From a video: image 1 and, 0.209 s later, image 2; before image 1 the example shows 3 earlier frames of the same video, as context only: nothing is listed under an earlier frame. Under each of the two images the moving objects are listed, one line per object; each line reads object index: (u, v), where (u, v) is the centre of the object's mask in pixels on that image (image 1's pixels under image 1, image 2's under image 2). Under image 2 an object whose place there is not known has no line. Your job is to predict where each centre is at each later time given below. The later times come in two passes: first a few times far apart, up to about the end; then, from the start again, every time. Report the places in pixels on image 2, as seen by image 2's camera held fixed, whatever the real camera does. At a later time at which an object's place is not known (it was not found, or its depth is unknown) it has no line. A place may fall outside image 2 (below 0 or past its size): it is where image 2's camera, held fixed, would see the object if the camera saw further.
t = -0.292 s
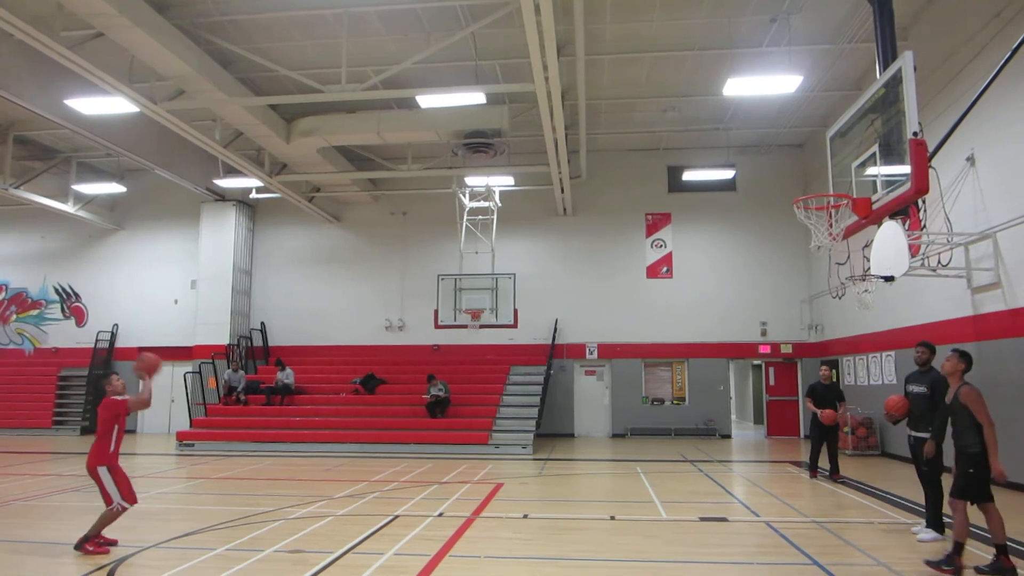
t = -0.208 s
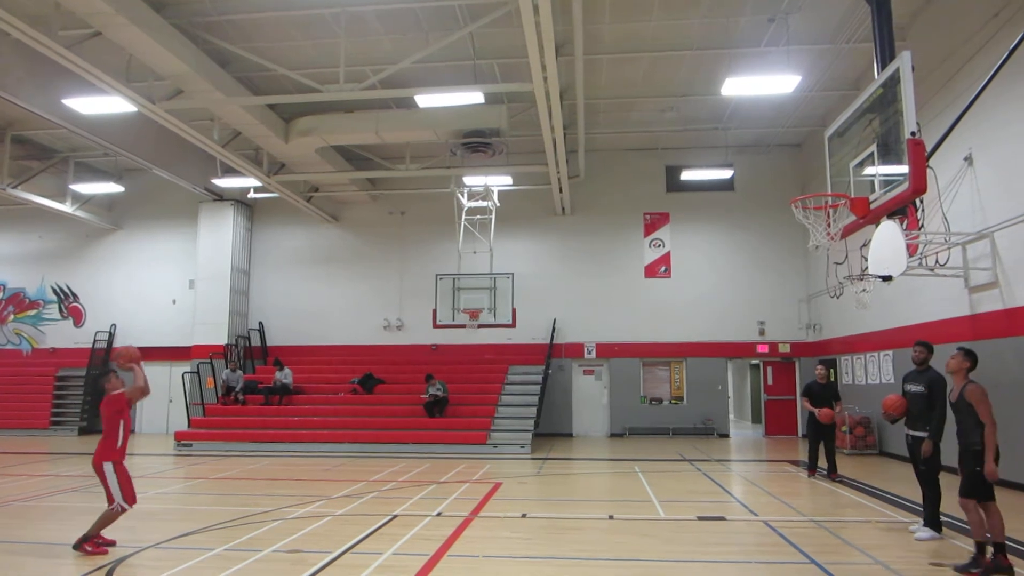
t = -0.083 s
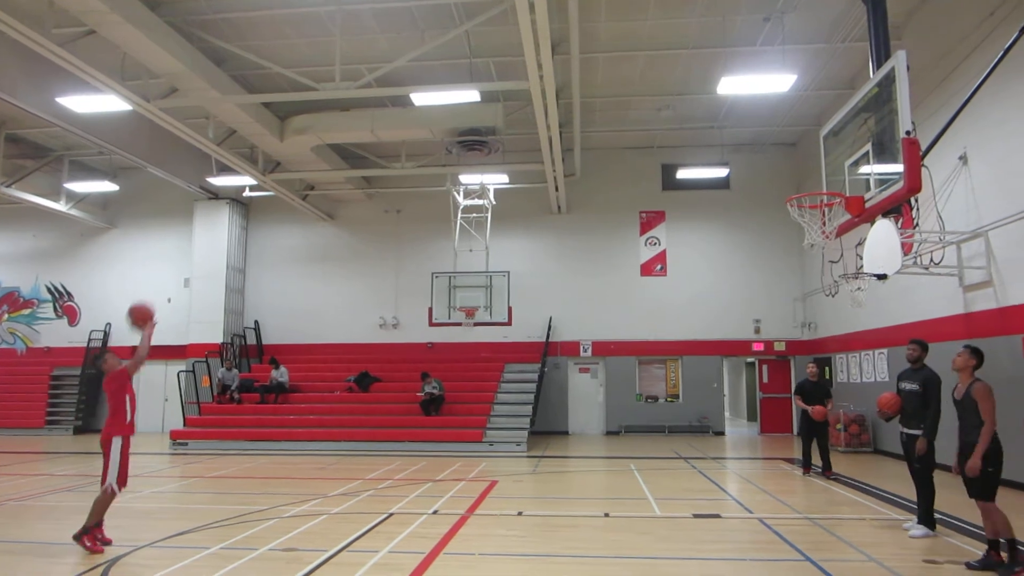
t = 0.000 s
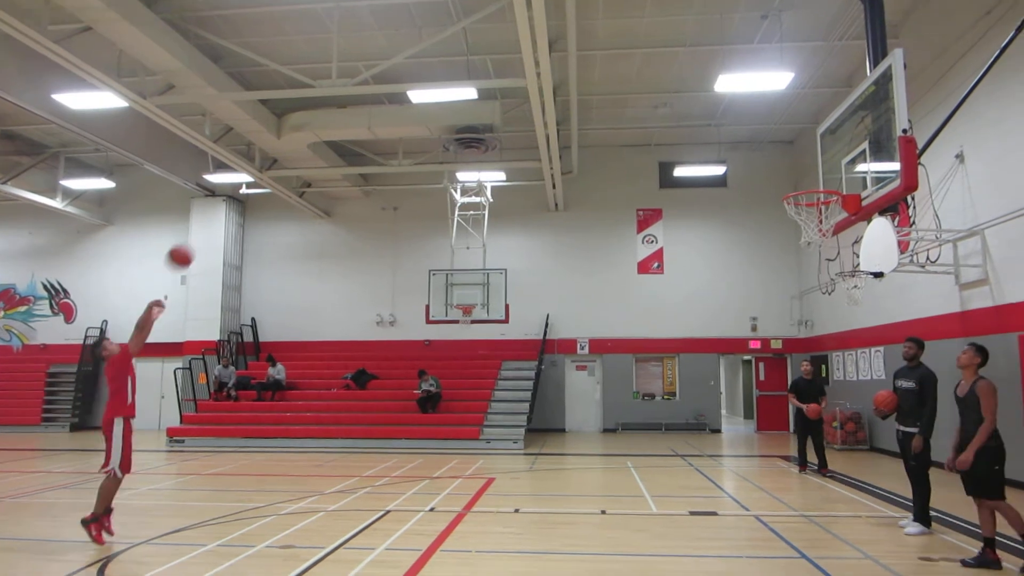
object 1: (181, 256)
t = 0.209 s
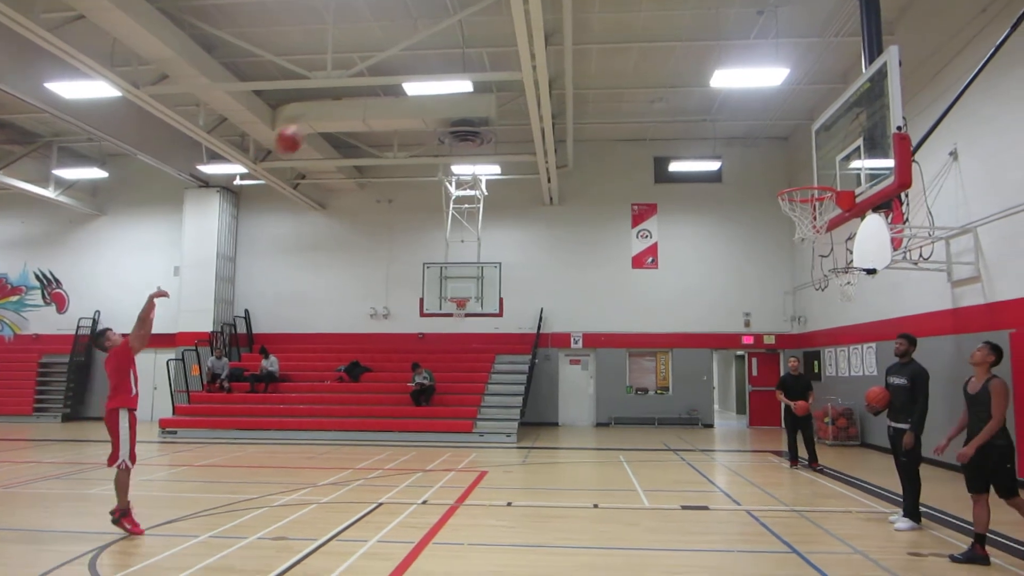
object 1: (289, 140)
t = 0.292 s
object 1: (334, 109)
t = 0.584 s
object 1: (493, 56)
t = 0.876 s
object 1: (653, 89)
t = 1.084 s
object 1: (773, 168)
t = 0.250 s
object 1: (311, 124)
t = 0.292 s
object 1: (334, 109)
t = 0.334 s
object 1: (357, 96)
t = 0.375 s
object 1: (380, 85)
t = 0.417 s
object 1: (402, 75)
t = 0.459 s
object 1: (424, 68)
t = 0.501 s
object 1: (447, 62)
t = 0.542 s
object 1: (470, 59)
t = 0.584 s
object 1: (493, 56)
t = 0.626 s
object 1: (515, 55)
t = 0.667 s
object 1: (539, 56)
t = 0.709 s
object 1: (561, 58)
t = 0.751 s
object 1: (583, 64)
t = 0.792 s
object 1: (606, 70)
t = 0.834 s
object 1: (630, 78)
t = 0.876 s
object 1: (653, 89)
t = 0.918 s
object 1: (676, 101)
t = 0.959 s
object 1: (700, 114)
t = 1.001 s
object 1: (724, 129)
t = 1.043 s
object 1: (748, 148)
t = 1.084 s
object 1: (773, 168)
